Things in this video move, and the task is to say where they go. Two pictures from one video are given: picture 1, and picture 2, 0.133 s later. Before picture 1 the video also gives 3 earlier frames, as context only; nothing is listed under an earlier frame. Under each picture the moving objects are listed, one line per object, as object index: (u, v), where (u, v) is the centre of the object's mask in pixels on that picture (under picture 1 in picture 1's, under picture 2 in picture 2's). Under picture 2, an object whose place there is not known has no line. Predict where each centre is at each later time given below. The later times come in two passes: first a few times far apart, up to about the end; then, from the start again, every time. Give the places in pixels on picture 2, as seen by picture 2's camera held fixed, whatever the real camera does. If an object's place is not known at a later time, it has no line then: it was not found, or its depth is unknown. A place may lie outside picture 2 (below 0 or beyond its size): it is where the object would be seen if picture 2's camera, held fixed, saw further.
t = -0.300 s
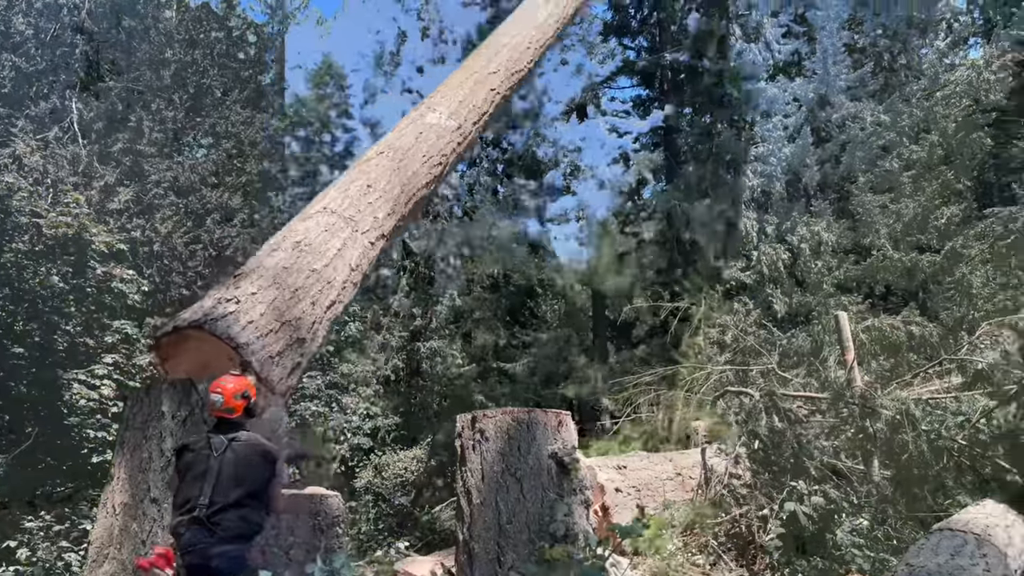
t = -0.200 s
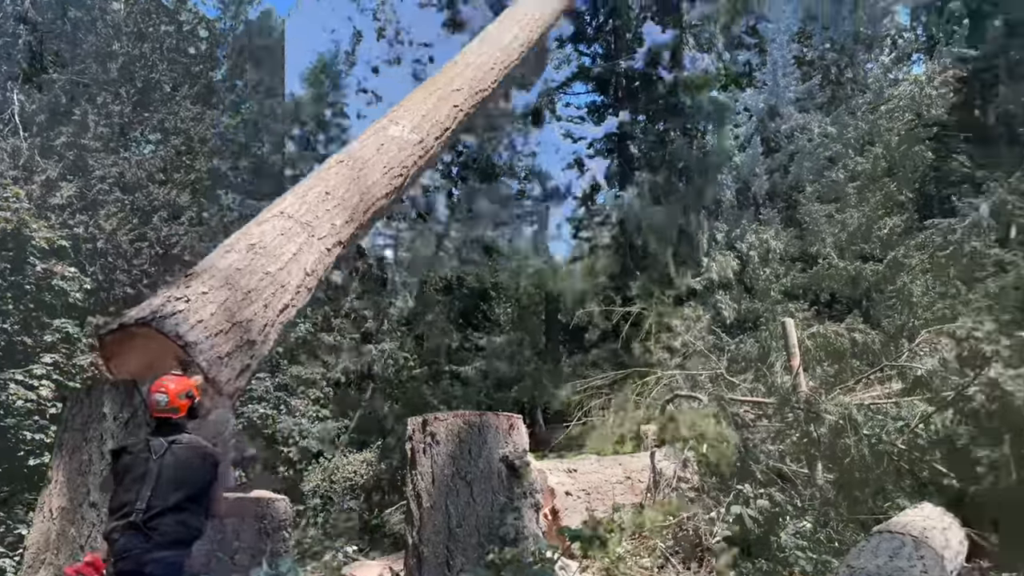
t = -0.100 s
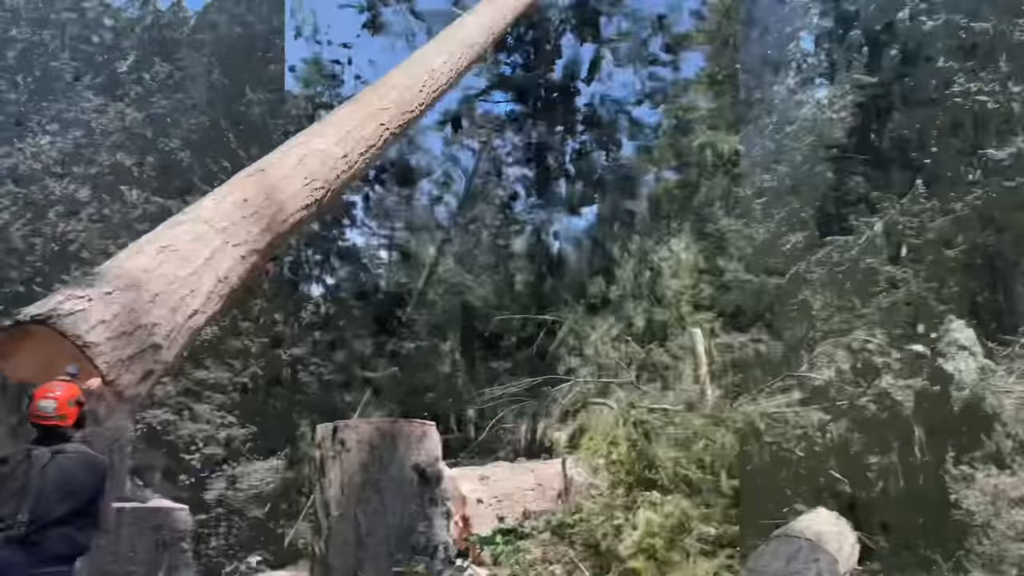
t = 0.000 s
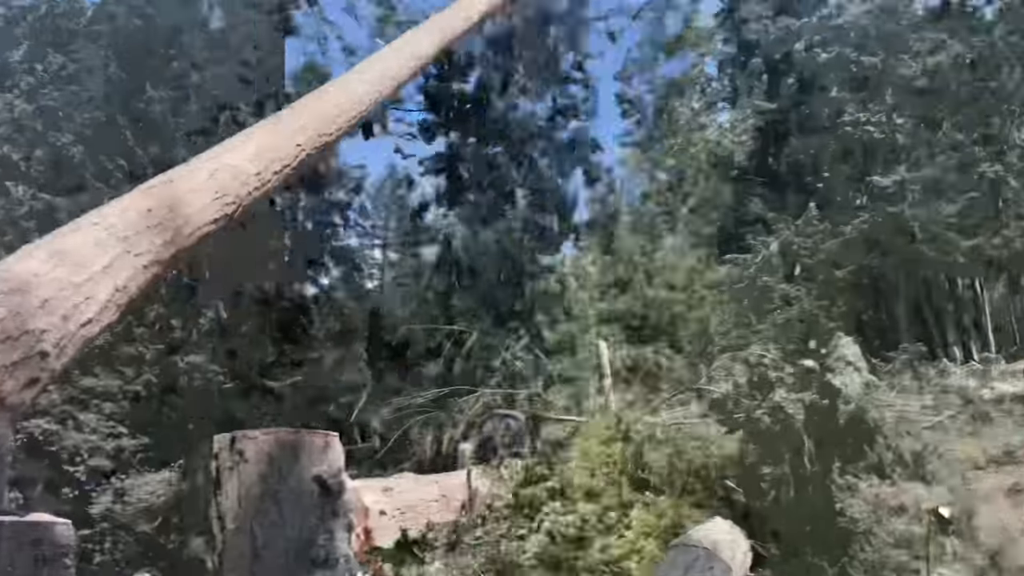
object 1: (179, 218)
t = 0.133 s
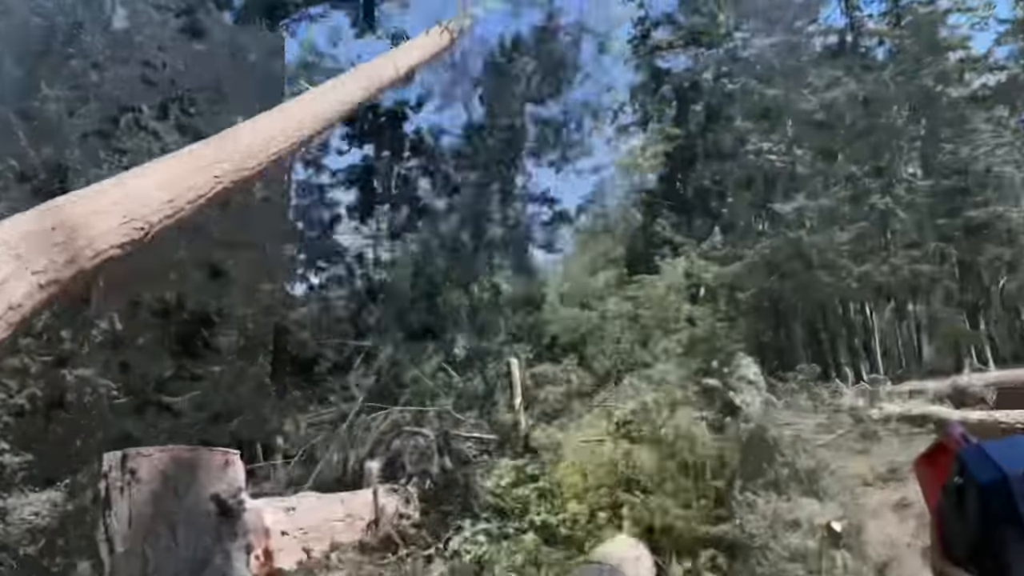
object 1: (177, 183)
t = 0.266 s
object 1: (220, 193)
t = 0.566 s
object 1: (224, 287)
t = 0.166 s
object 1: (198, 180)
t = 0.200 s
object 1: (209, 183)
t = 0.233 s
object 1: (215, 188)
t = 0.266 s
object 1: (220, 193)
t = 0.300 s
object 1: (223, 200)
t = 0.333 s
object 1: (223, 210)
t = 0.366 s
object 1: (225, 219)
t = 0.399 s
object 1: (226, 227)
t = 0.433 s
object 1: (227, 237)
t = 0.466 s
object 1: (227, 247)
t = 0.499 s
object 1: (226, 259)
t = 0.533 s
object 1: (224, 273)
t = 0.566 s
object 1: (224, 287)
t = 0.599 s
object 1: (226, 301)
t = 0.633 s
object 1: (221, 319)
